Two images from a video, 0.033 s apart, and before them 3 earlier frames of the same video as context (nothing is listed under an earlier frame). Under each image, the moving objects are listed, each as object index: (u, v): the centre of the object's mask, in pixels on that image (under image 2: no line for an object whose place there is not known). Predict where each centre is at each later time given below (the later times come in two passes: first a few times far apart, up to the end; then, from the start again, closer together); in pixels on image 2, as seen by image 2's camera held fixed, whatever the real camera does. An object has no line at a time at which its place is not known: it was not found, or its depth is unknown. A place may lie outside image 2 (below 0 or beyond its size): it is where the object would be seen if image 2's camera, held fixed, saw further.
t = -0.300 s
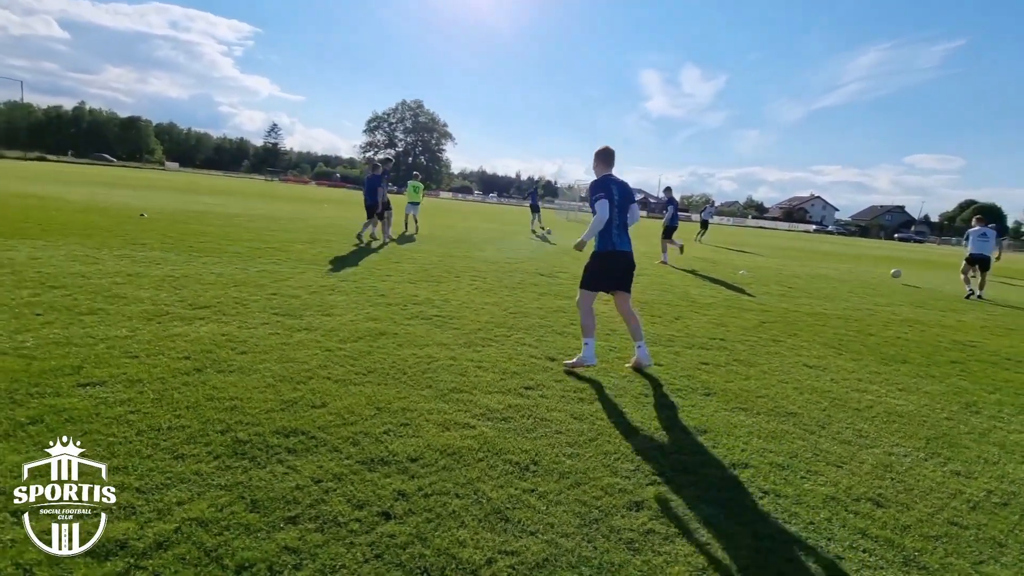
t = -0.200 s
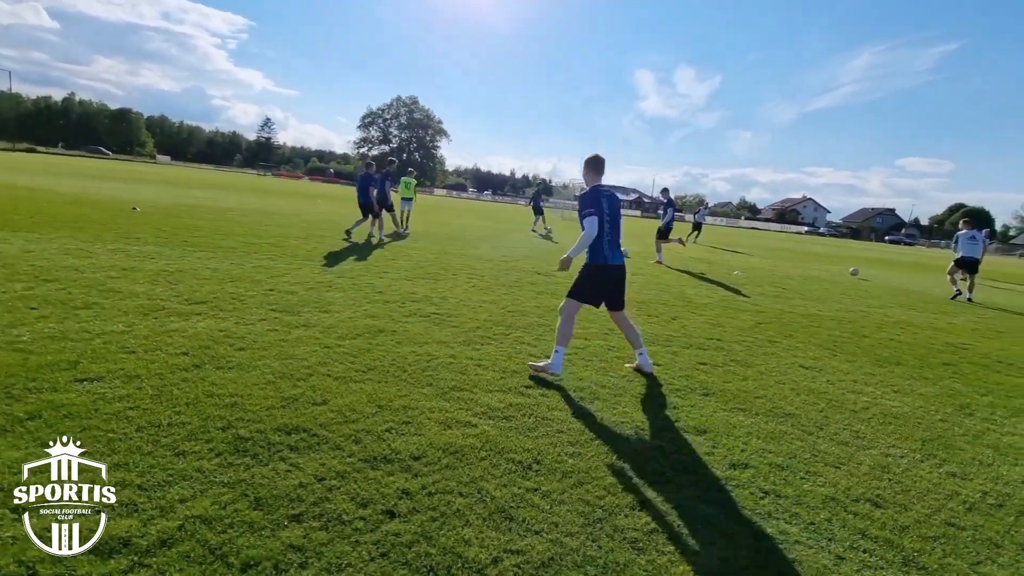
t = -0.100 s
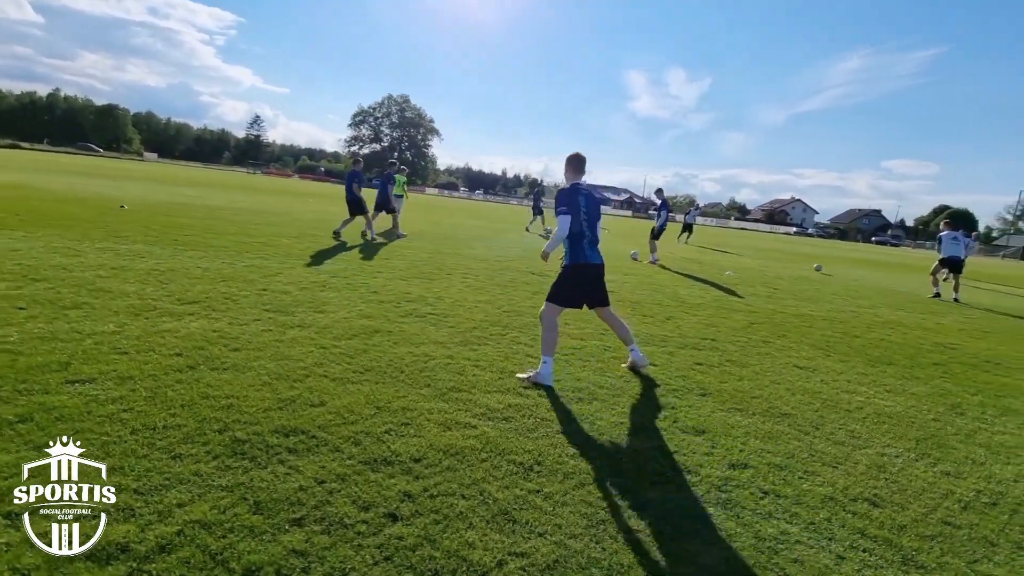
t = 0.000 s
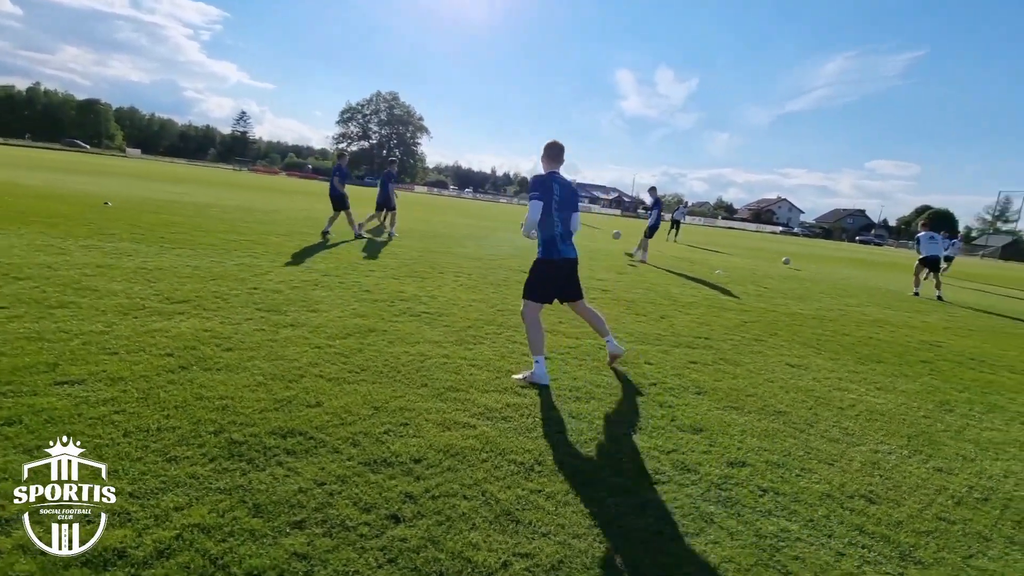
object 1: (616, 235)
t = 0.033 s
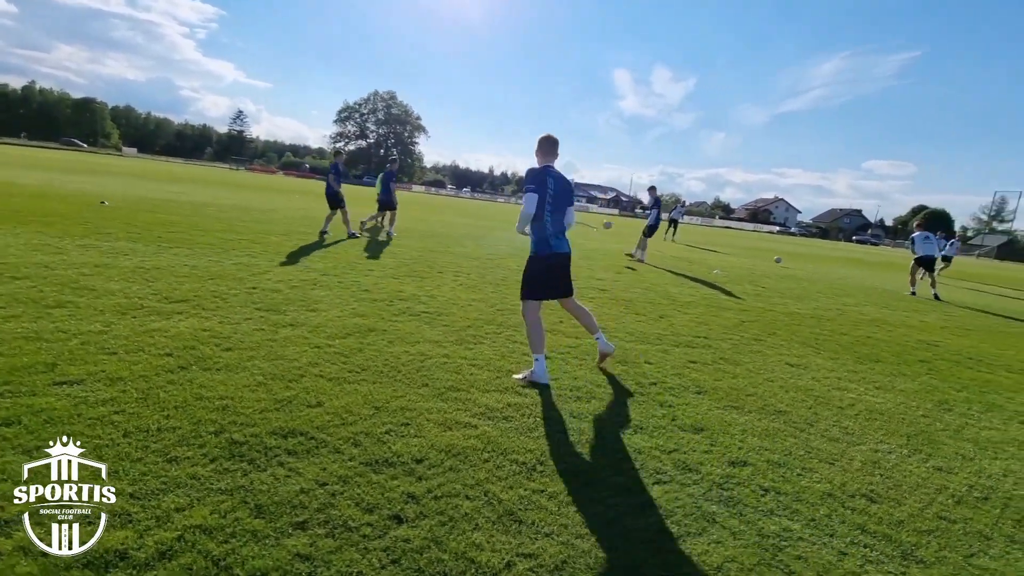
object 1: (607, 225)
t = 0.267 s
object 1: (555, 165)
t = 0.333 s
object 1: (539, 150)
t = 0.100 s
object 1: (593, 206)
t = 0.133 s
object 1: (586, 197)
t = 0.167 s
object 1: (578, 188)
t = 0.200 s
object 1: (571, 180)
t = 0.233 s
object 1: (563, 172)
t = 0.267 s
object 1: (555, 165)
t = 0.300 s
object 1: (547, 157)
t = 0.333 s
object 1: (539, 150)
